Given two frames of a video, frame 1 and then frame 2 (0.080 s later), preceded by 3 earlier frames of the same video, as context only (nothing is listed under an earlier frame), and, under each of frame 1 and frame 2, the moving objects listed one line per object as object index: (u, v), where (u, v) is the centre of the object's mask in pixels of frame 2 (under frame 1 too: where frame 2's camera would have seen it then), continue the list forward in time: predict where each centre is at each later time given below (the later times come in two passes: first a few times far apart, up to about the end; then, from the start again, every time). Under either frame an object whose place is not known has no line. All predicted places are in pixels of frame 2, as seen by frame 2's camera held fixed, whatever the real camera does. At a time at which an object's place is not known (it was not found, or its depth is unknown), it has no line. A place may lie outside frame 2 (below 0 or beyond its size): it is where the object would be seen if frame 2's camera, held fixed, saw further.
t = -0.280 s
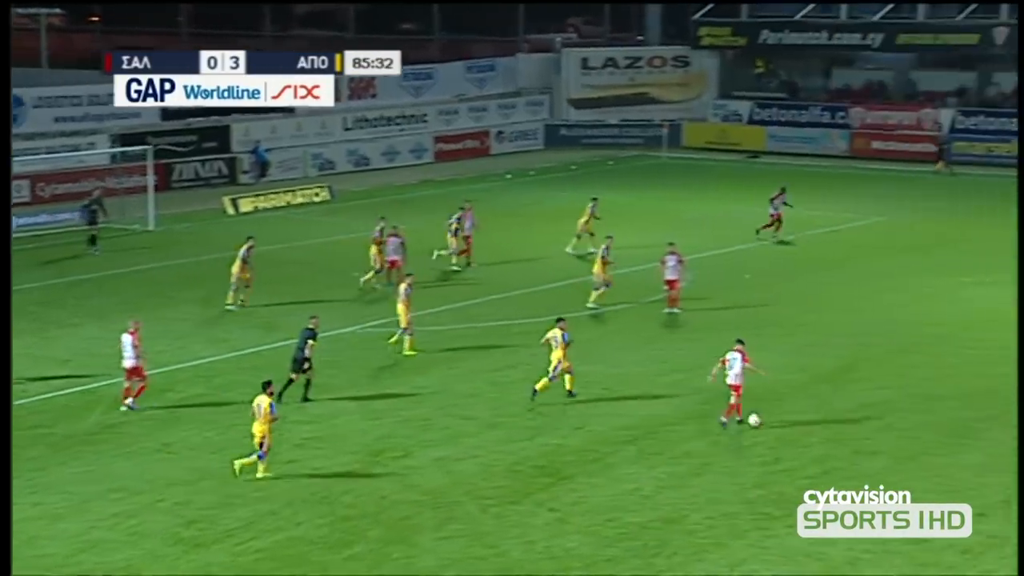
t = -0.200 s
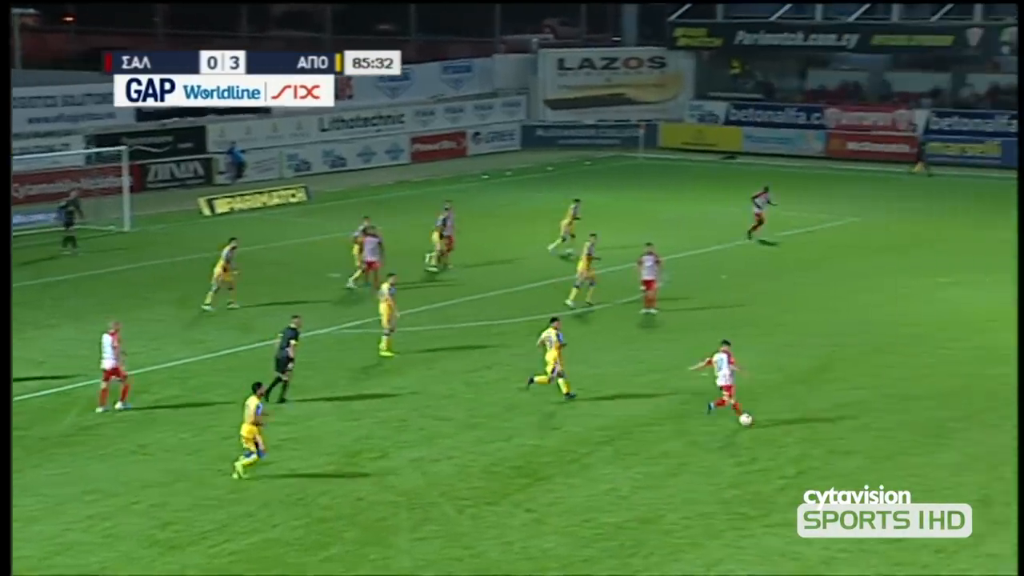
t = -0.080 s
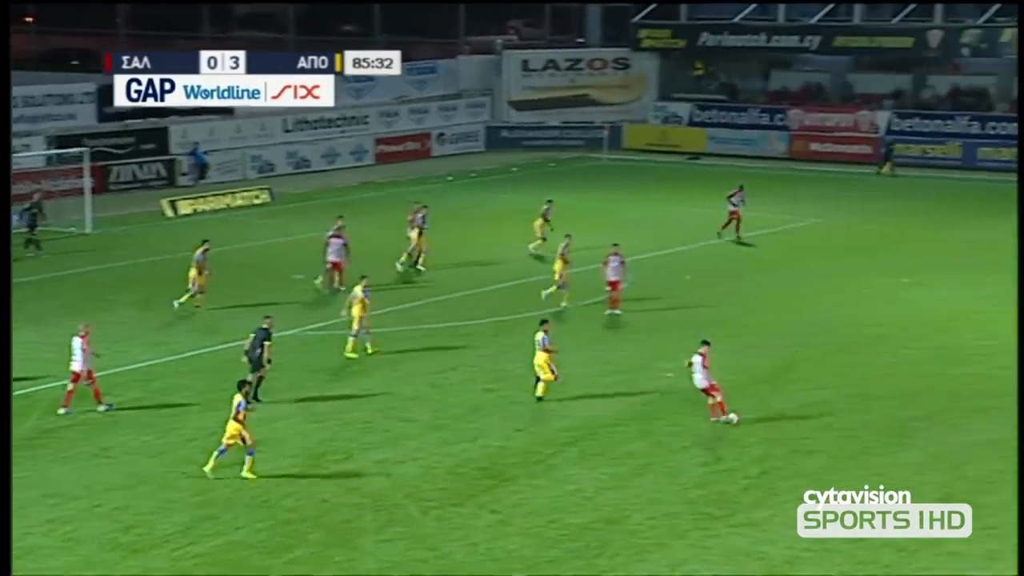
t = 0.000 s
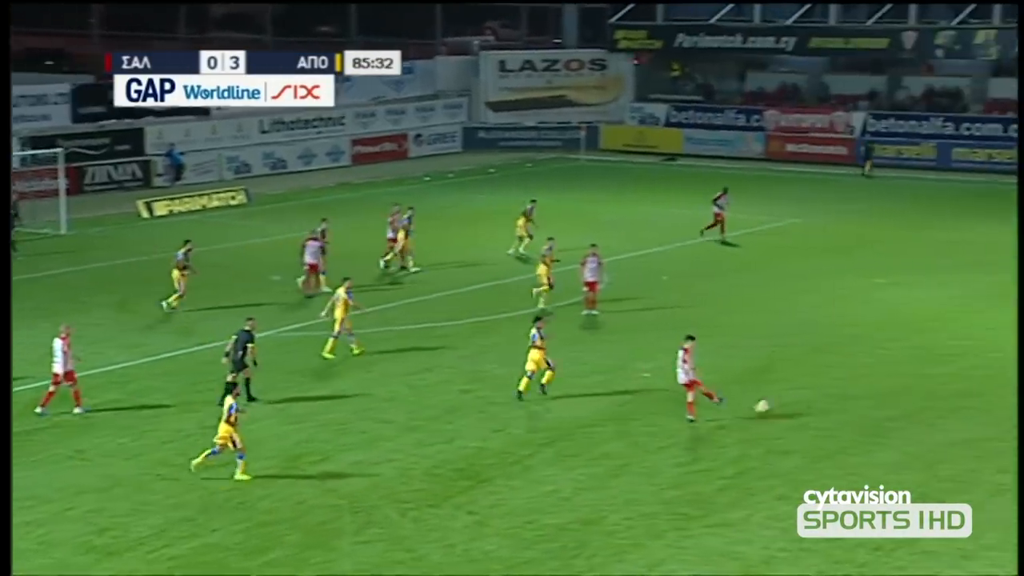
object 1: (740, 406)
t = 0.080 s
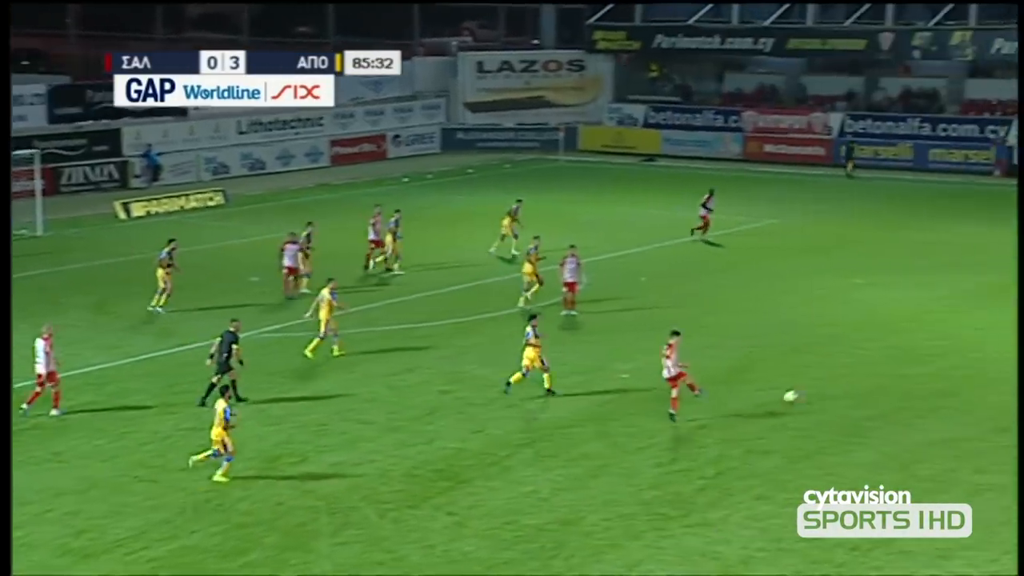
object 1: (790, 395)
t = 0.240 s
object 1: (878, 376)
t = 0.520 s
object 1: (1004, 356)
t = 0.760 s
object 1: (1086, 343)
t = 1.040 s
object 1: (1160, 332)
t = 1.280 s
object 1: (1215, 324)
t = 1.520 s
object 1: (1267, 317)
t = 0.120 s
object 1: (815, 393)
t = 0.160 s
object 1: (839, 390)
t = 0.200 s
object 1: (862, 385)
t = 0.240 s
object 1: (878, 376)
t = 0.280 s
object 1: (899, 372)
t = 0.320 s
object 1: (918, 369)
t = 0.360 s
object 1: (936, 366)
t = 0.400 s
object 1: (955, 365)
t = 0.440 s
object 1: (973, 365)
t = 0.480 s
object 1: (988, 360)
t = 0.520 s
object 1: (1004, 356)
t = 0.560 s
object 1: (1019, 352)
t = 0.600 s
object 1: (1034, 350)
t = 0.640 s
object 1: (1048, 349)
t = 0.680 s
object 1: (1062, 349)
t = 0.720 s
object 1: (1074, 345)
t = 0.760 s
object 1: (1086, 343)
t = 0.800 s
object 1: (1097, 341)
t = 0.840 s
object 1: (1108, 339)
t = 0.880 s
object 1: (1119, 339)
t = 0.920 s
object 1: (1130, 338)
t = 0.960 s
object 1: (1140, 336)
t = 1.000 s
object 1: (1150, 333)
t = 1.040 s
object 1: (1160, 332)
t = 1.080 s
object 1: (1170, 331)
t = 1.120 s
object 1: (1180, 331)
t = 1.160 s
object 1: (1189, 328)
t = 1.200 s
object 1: (1197, 326)
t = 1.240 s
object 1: (1206, 327)
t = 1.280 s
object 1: (1215, 324)
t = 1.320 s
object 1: (1225, 323)
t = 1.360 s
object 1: (1233, 321)
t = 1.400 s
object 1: (1241, 320)
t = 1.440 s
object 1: (1250, 320)
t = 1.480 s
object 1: (1259, 318)
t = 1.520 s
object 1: (1267, 317)
